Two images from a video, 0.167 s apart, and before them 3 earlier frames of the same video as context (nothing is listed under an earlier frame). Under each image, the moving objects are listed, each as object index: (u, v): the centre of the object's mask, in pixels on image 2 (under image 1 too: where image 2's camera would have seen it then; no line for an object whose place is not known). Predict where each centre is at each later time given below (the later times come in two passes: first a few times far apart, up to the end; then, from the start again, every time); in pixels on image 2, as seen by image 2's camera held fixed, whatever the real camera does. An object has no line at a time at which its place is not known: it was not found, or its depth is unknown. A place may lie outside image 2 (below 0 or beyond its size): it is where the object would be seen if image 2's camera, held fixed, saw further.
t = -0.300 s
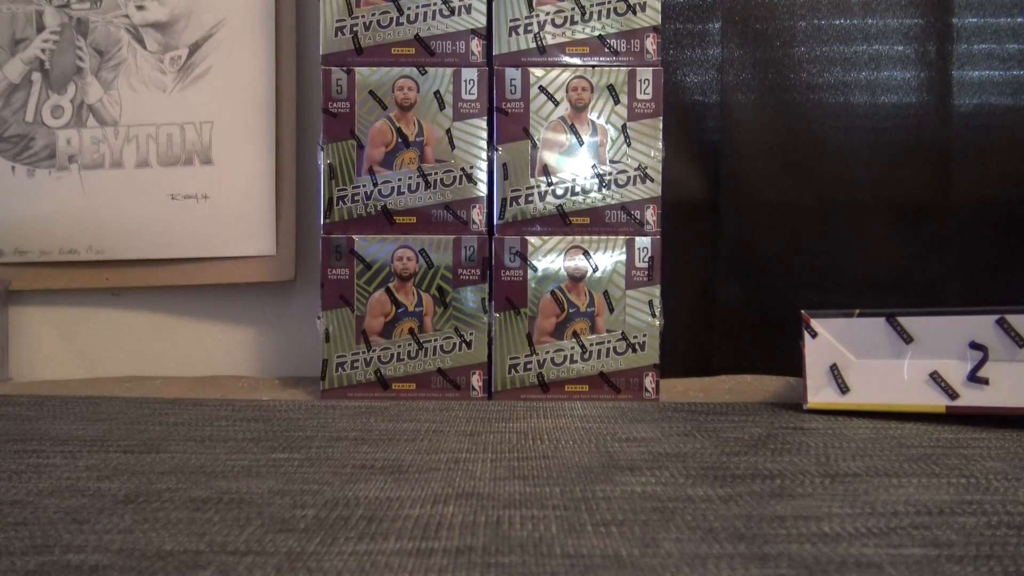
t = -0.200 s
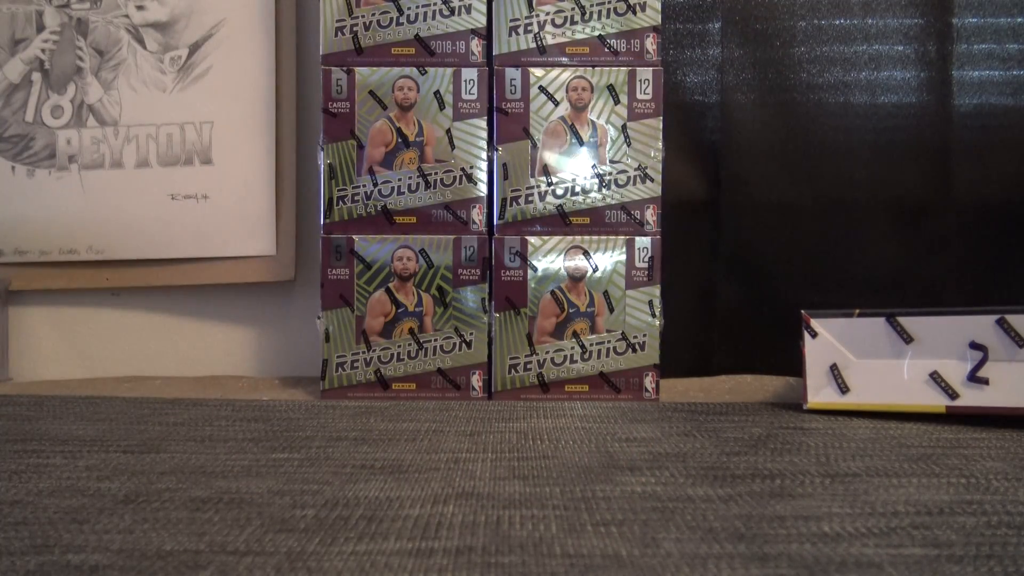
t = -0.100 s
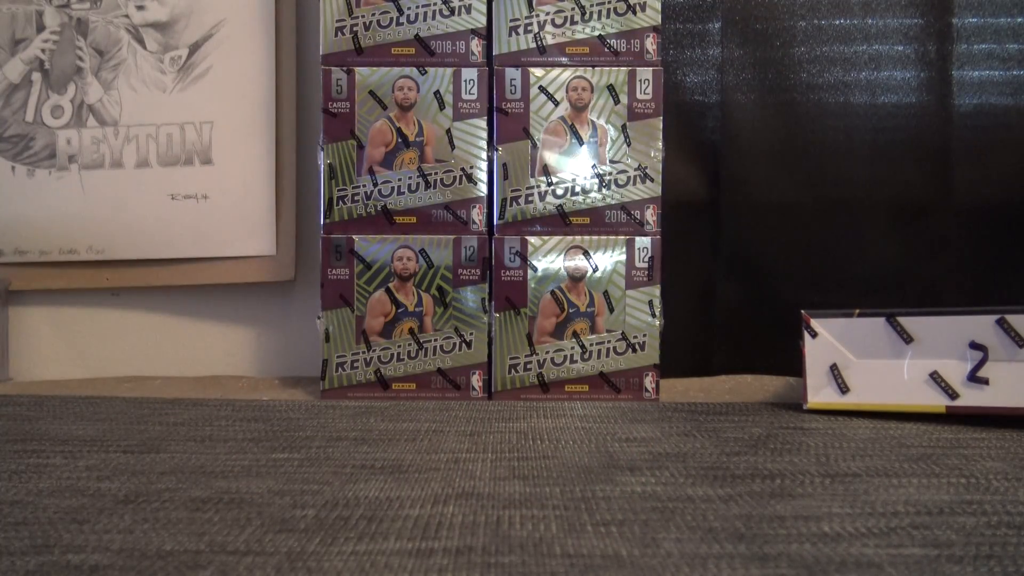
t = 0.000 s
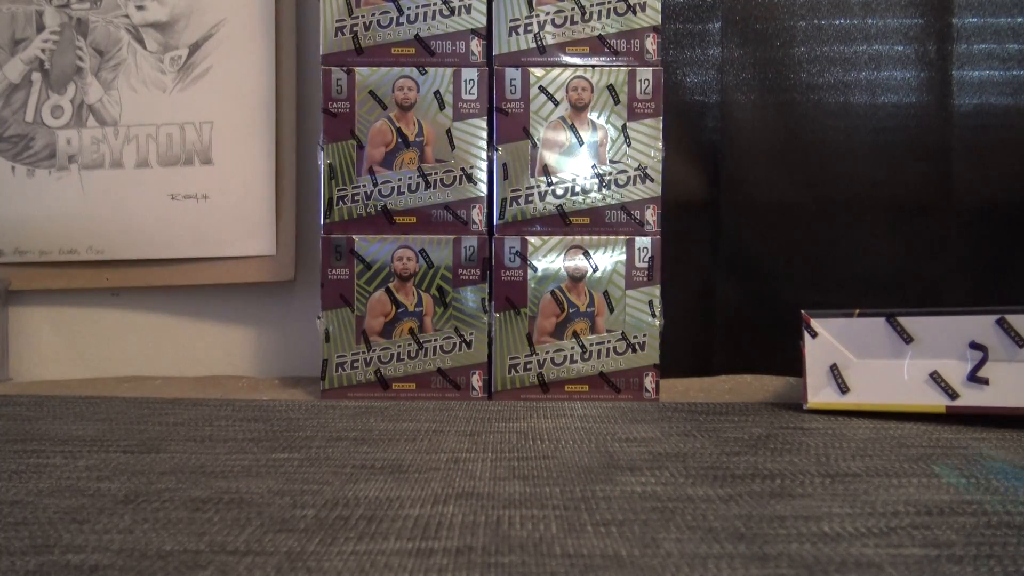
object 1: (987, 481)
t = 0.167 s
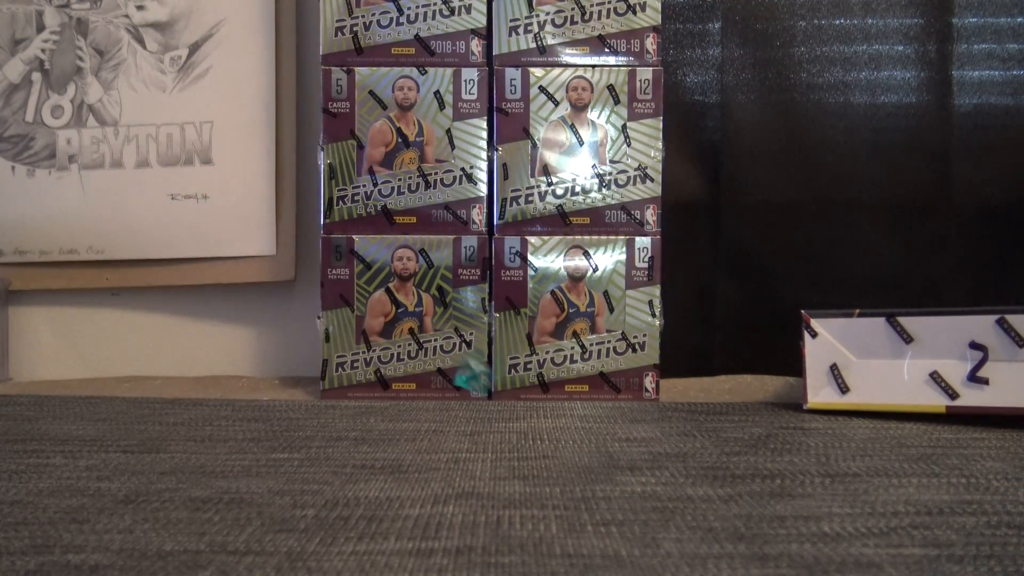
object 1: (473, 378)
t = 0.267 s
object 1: (362, 384)
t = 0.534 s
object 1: (237, 392)
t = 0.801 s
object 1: (237, 393)
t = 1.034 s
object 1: (237, 392)
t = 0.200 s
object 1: (438, 359)
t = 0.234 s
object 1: (400, 360)
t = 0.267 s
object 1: (362, 384)
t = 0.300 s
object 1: (328, 387)
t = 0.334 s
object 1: (297, 391)
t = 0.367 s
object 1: (274, 393)
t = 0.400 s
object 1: (256, 393)
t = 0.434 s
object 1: (244, 393)
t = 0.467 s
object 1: (238, 392)
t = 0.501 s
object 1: (237, 392)
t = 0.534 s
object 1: (237, 392)
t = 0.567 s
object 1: (237, 392)
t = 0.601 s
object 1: (237, 392)
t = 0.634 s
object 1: (237, 392)
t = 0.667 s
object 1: (237, 392)
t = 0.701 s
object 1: (237, 392)
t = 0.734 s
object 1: (237, 392)
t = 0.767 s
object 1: (237, 393)
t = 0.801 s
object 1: (237, 393)
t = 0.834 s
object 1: (237, 393)
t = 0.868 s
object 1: (237, 393)
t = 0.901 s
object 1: (236, 393)
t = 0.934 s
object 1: (237, 393)
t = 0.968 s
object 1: (237, 392)
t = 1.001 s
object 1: (237, 392)
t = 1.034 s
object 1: (237, 392)
